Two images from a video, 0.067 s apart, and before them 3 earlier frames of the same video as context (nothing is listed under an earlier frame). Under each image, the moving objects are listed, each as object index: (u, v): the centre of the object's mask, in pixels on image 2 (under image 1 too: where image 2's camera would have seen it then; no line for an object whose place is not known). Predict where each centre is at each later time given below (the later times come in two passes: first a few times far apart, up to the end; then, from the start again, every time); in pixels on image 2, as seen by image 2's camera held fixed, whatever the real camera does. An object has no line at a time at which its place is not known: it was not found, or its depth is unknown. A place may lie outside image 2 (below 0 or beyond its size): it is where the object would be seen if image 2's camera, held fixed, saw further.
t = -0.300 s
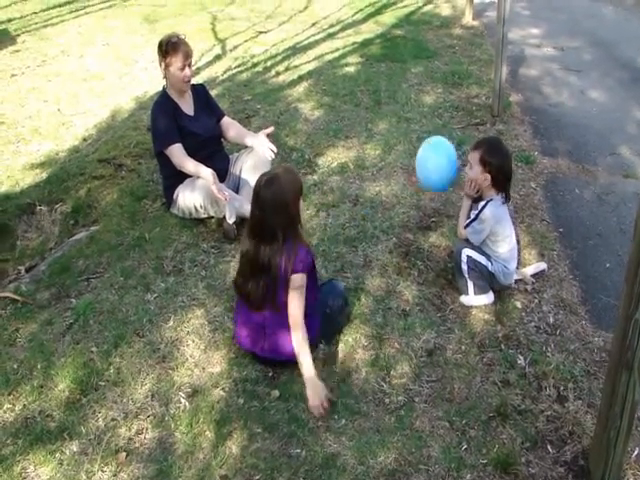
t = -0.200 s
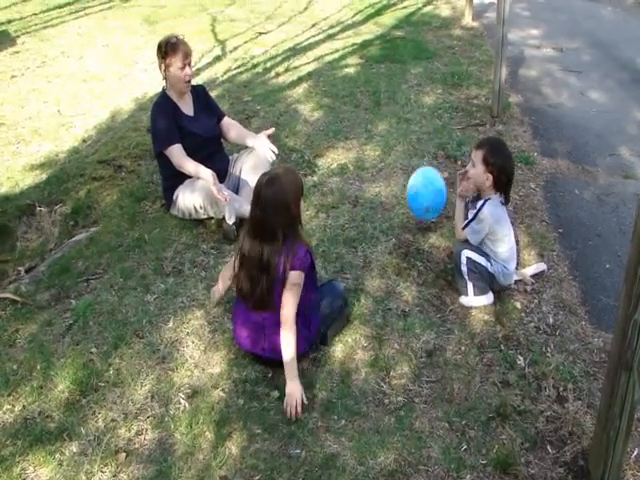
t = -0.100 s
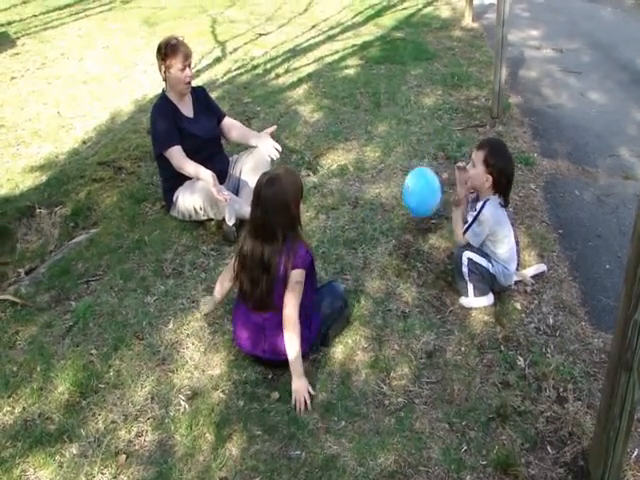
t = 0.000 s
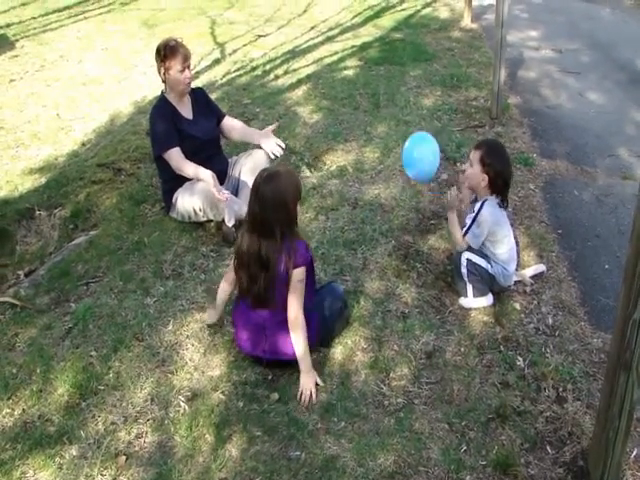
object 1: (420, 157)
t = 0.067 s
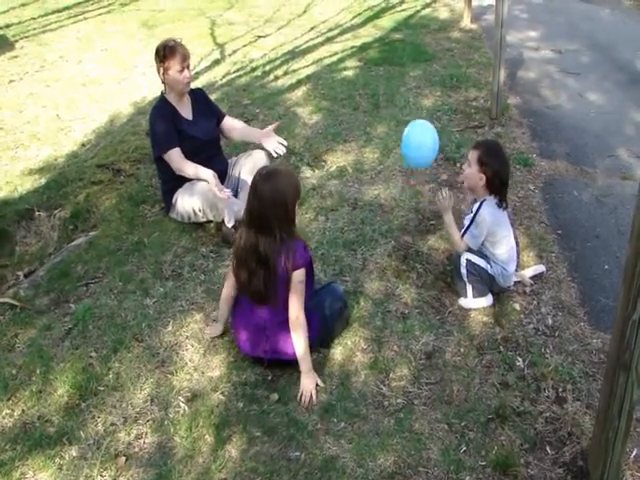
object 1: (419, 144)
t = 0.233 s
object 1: (417, 151)
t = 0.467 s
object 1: (415, 139)
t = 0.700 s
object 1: (413, 150)
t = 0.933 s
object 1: (418, 128)
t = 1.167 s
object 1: (423, 133)
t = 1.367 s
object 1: (428, 143)
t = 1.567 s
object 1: (440, 140)
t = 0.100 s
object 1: (419, 142)
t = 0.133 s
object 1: (419, 141)
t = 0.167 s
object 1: (418, 142)
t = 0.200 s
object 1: (417, 145)
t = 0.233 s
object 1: (417, 151)
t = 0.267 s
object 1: (416, 159)
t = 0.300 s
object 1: (415, 168)
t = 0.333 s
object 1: (414, 177)
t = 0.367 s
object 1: (414, 165)
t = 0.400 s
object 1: (414, 154)
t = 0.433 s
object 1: (415, 145)
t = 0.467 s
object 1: (415, 139)
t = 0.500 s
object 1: (414, 136)
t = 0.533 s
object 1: (415, 133)
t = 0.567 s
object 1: (415, 132)
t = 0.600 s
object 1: (414, 133)
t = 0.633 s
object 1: (414, 137)
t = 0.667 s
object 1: (414, 141)
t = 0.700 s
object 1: (413, 150)
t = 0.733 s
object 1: (413, 156)
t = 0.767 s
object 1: (414, 148)
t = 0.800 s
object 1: (415, 140)
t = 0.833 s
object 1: (416, 134)
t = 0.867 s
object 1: (416, 130)
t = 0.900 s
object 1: (417, 128)
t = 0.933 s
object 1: (418, 128)
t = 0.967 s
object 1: (418, 130)
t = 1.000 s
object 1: (419, 133)
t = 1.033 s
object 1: (419, 138)
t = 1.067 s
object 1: (419, 146)
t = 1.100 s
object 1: (420, 145)
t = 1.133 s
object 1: (421, 138)
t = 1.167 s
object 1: (423, 133)
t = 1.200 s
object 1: (424, 130)
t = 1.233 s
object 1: (425, 129)
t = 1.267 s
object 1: (425, 130)
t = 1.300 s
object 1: (426, 133)
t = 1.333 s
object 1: (428, 138)
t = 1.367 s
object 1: (428, 143)
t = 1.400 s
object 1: (430, 139)
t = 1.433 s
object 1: (432, 137)
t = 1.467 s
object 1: (434, 136)
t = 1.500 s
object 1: (436, 137)
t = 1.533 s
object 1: (438, 139)
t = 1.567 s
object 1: (440, 140)
